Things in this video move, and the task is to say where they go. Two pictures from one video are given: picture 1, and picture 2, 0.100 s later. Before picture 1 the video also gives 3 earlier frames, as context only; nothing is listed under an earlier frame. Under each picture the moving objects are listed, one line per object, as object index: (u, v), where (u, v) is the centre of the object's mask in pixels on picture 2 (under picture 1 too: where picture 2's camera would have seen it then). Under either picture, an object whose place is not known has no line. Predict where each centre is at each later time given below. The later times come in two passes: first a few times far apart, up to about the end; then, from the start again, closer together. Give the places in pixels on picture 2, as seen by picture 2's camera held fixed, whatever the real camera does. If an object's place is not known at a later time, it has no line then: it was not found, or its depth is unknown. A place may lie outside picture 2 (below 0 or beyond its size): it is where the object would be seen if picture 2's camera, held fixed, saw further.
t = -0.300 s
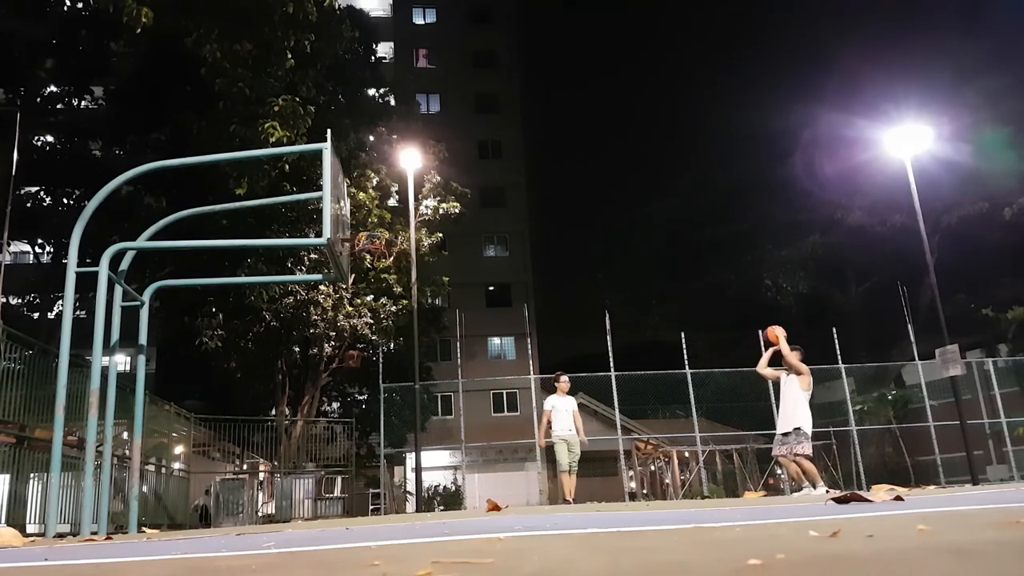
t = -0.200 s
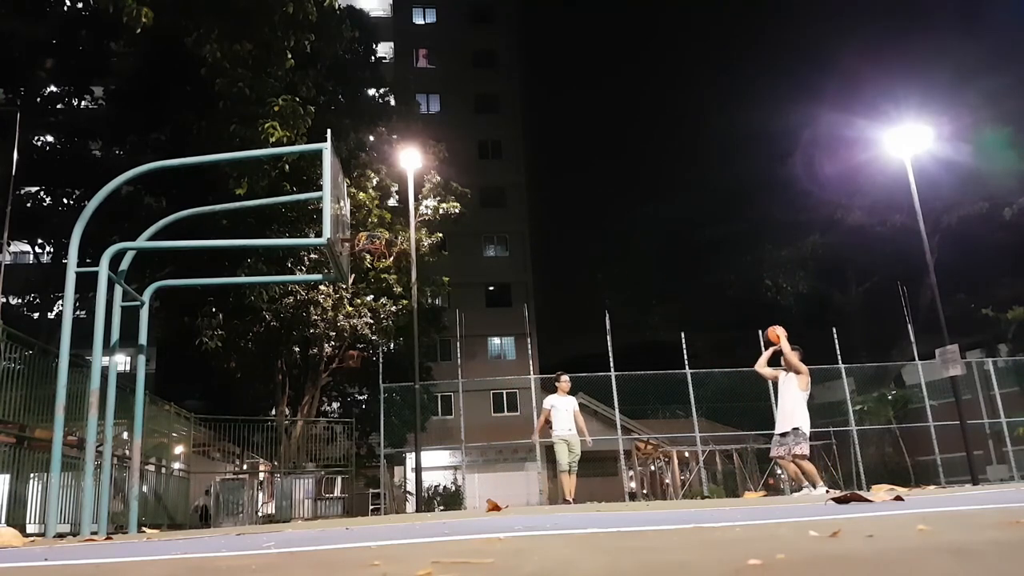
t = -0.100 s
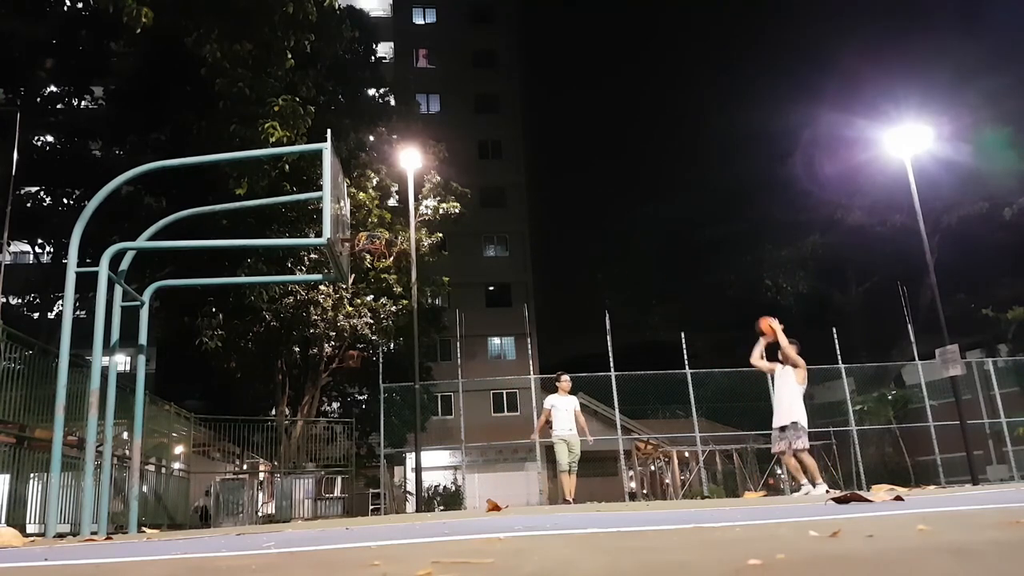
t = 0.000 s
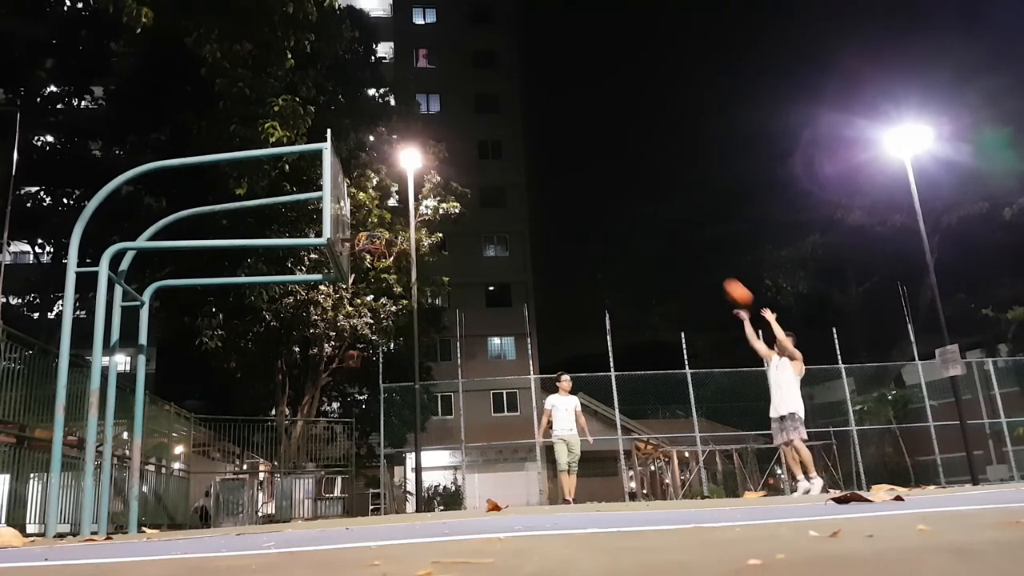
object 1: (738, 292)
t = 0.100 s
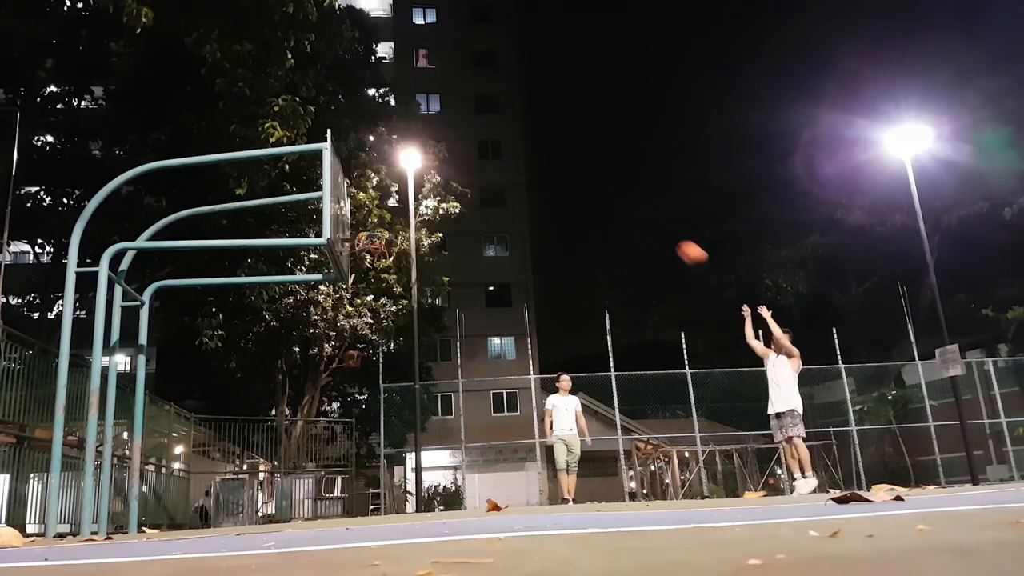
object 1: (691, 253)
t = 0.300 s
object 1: (610, 200)
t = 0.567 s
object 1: (507, 177)
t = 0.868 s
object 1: (397, 217)
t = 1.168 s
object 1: (380, 331)
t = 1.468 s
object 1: (403, 470)
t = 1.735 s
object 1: (452, 331)
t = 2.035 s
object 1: (502, 258)
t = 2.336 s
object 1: (556, 267)
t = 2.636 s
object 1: (620, 358)
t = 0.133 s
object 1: (677, 242)
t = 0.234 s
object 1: (636, 214)
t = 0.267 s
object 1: (622, 207)
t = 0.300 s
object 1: (610, 200)
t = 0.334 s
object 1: (596, 194)
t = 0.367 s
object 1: (583, 189)
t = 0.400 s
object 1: (571, 185)
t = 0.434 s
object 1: (558, 181)
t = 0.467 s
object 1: (545, 179)
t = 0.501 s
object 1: (533, 177)
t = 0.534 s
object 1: (521, 177)
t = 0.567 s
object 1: (507, 177)
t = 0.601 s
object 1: (495, 179)
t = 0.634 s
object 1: (483, 179)
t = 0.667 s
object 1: (472, 180)
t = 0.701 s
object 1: (462, 183)
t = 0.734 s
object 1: (449, 188)
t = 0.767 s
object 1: (436, 194)
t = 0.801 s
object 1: (422, 201)
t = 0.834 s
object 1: (409, 209)
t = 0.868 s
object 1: (397, 217)
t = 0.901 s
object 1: (385, 224)
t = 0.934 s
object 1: (373, 230)
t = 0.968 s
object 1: (365, 246)
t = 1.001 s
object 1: (365, 256)
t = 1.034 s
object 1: (368, 268)
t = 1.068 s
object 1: (371, 282)
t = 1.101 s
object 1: (374, 296)
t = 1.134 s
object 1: (378, 313)
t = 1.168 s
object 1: (380, 331)
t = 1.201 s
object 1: (382, 349)
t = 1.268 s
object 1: (387, 391)
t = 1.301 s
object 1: (390, 414)
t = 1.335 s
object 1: (393, 439)
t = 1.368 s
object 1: (394, 466)
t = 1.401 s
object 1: (396, 495)
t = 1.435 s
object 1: (400, 492)
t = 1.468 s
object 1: (403, 470)
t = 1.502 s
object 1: (414, 443)
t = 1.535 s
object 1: (419, 425)
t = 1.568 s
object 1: (425, 406)
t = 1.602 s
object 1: (430, 389)
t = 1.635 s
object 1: (436, 372)
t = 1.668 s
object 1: (441, 357)
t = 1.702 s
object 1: (447, 344)
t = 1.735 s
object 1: (452, 331)
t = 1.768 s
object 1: (458, 319)
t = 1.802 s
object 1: (464, 307)
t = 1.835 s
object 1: (469, 298)
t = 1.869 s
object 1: (474, 289)
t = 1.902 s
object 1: (480, 280)
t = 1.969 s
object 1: (491, 267)
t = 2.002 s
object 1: (497, 262)
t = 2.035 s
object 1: (502, 258)
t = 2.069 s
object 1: (508, 256)
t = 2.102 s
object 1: (514, 254)
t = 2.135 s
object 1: (520, 254)
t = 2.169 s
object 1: (525, 254)
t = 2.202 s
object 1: (531, 255)
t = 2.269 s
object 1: (543, 259)
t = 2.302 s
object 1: (550, 263)
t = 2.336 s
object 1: (556, 267)
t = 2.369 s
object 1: (562, 273)
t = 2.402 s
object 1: (569, 280)
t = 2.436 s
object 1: (576, 288)
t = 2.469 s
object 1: (583, 297)
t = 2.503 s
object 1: (590, 307)
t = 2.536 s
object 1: (597, 317)
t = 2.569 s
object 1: (604, 329)
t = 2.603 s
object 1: (612, 343)
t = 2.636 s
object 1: (620, 358)
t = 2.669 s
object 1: (629, 375)
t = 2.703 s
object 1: (637, 393)
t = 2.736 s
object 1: (646, 413)
